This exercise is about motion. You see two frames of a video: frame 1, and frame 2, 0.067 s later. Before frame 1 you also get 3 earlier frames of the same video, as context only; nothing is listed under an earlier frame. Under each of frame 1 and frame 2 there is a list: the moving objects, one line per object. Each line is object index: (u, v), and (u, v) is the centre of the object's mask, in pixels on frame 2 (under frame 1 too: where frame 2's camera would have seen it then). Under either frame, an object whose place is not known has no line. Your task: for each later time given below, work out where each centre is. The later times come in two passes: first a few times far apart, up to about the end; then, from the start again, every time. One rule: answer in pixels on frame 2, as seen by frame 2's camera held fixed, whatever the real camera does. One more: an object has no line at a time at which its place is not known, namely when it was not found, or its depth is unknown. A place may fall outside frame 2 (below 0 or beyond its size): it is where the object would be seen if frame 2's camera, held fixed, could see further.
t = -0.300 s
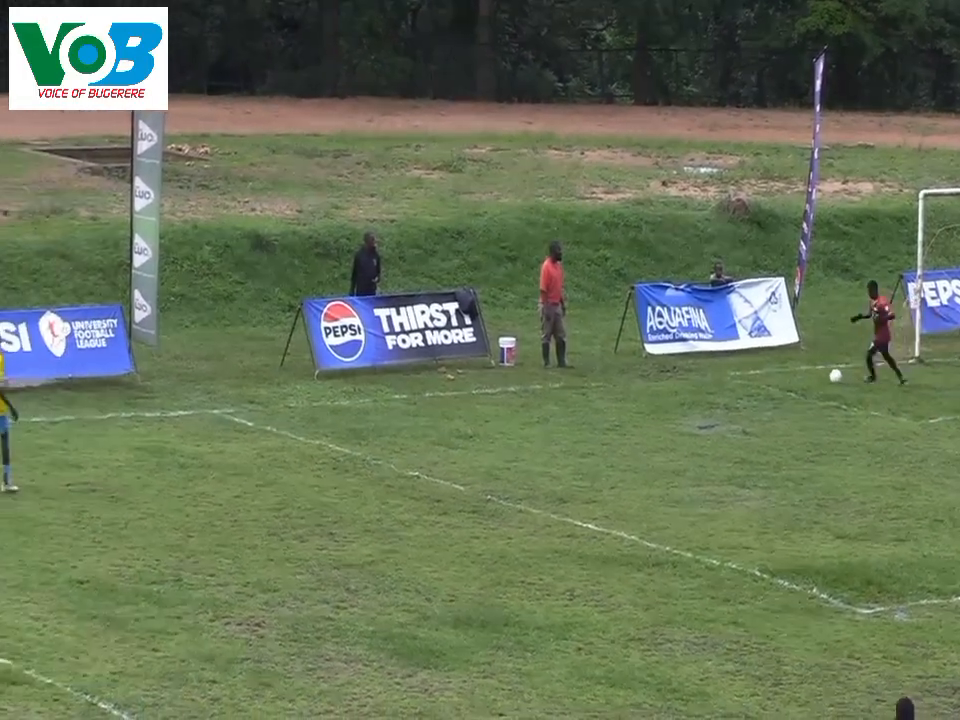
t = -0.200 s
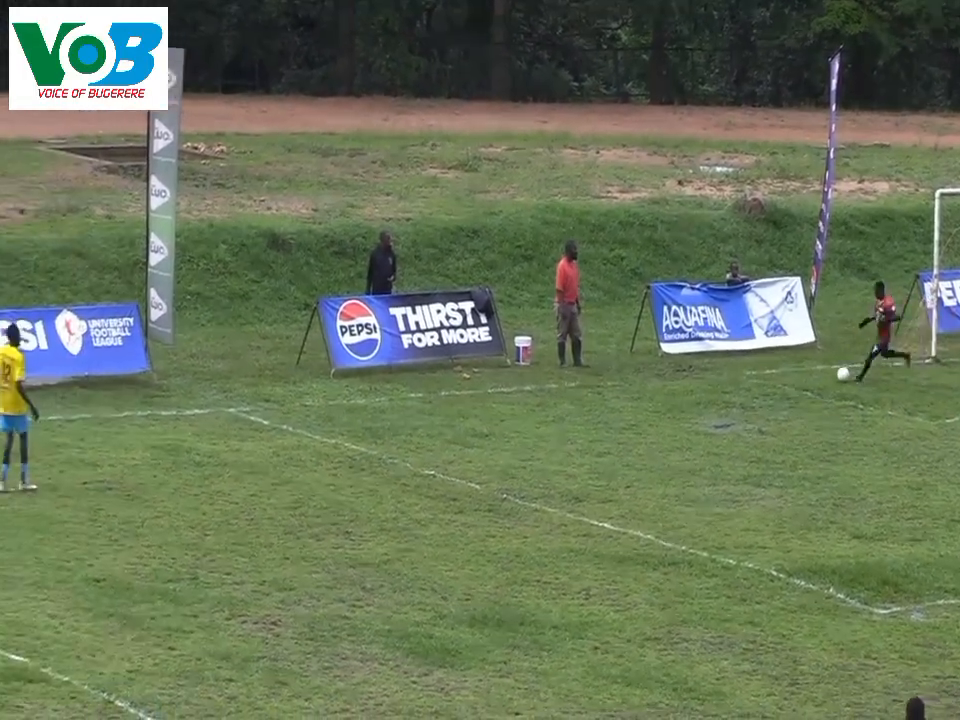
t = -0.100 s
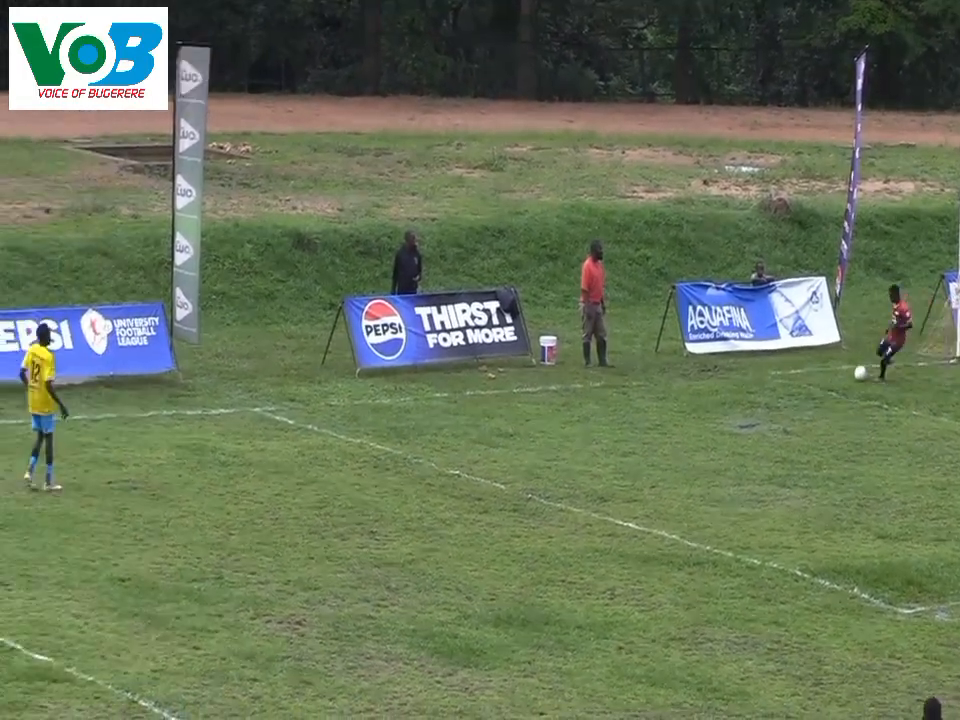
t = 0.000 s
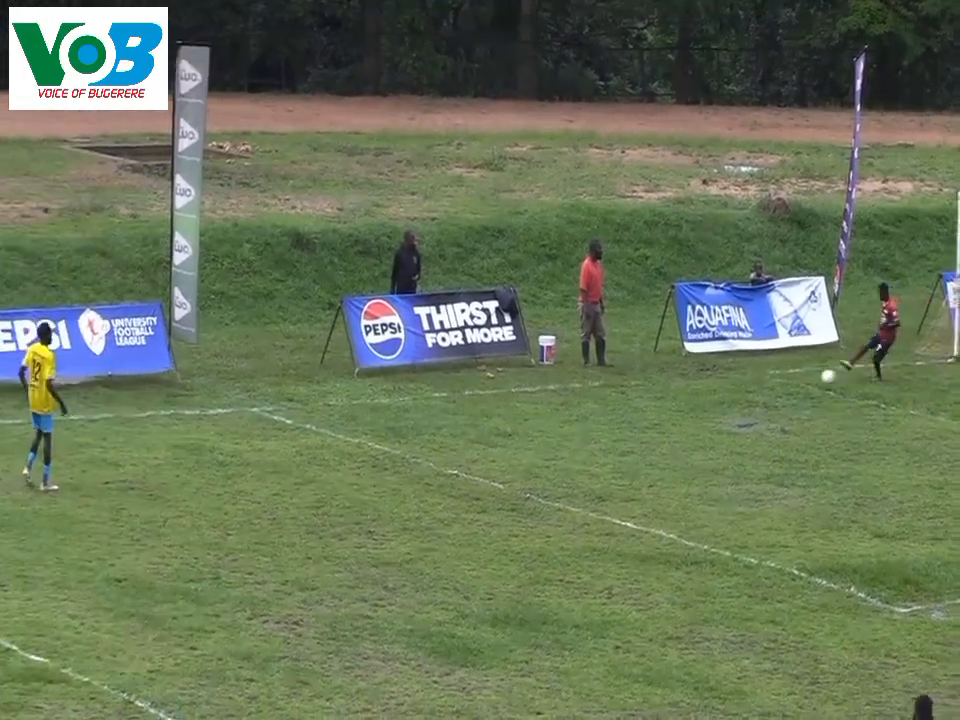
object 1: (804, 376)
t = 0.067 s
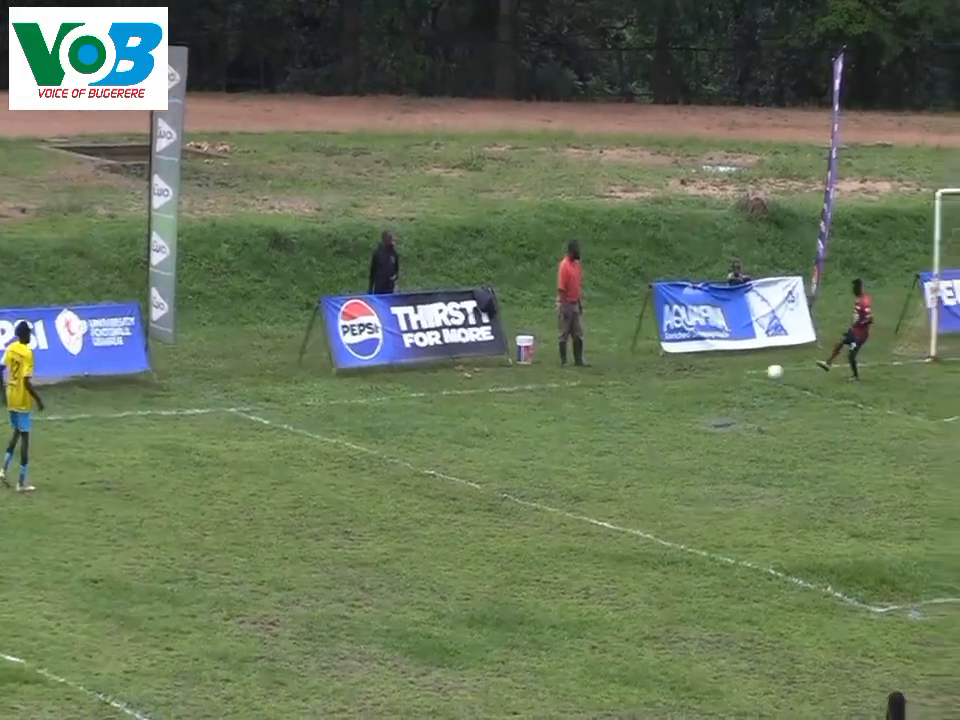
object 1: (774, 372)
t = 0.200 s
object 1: (713, 369)
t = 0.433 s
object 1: (598, 405)
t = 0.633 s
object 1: (503, 406)
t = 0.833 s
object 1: (407, 421)
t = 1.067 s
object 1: (296, 459)
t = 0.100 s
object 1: (760, 369)
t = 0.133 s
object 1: (744, 368)
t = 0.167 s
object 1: (728, 369)
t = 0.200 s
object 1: (713, 369)
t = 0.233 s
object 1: (697, 371)
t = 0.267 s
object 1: (681, 375)
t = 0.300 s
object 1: (664, 378)
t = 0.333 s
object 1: (648, 383)
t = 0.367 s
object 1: (631, 390)
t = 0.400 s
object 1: (614, 396)
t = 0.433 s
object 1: (598, 405)
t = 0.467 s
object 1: (581, 416)
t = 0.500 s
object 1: (565, 418)
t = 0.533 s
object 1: (550, 413)
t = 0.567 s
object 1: (534, 409)
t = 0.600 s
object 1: (519, 408)
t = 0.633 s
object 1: (503, 406)
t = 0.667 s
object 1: (487, 406)
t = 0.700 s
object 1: (471, 407)
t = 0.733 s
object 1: (455, 409)
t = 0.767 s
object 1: (439, 412)
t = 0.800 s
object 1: (422, 416)
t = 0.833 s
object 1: (407, 421)
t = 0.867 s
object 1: (390, 427)
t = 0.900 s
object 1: (374, 435)
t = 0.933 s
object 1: (357, 443)
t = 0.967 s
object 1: (340, 454)
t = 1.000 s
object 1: (323, 464)
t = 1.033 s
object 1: (309, 460)
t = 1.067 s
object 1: (296, 459)
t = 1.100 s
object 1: (281, 458)
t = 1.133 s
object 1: (267, 458)
